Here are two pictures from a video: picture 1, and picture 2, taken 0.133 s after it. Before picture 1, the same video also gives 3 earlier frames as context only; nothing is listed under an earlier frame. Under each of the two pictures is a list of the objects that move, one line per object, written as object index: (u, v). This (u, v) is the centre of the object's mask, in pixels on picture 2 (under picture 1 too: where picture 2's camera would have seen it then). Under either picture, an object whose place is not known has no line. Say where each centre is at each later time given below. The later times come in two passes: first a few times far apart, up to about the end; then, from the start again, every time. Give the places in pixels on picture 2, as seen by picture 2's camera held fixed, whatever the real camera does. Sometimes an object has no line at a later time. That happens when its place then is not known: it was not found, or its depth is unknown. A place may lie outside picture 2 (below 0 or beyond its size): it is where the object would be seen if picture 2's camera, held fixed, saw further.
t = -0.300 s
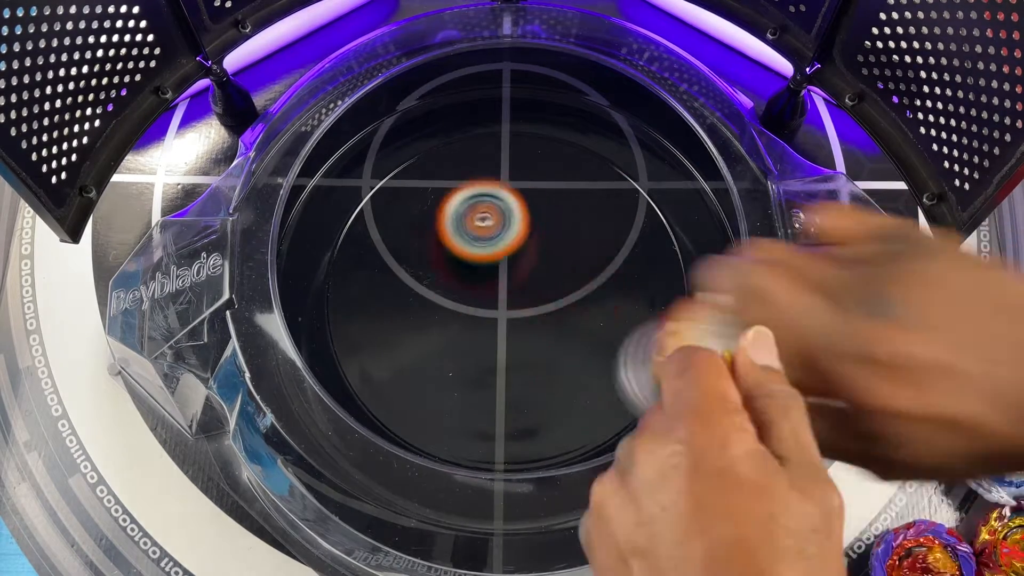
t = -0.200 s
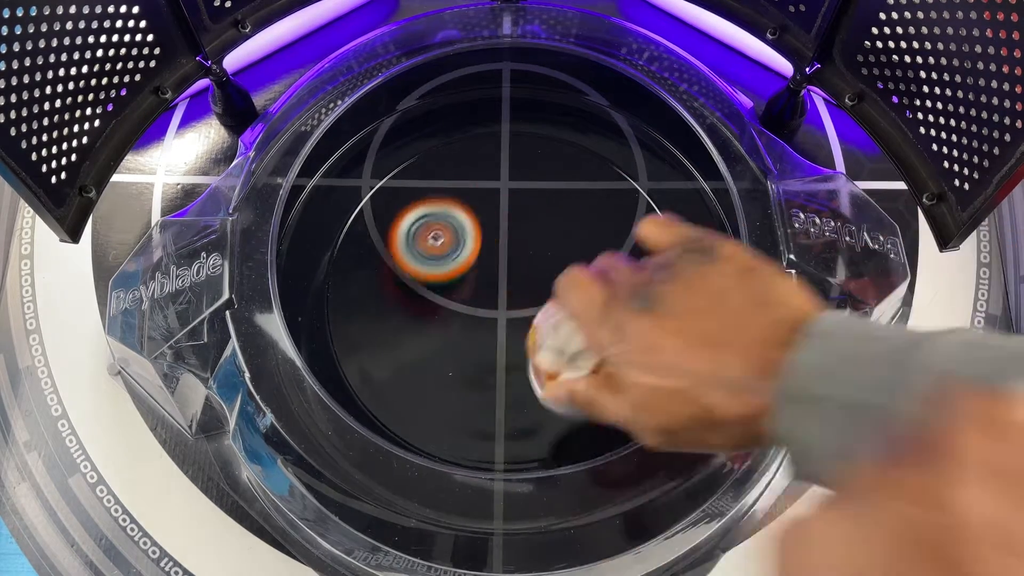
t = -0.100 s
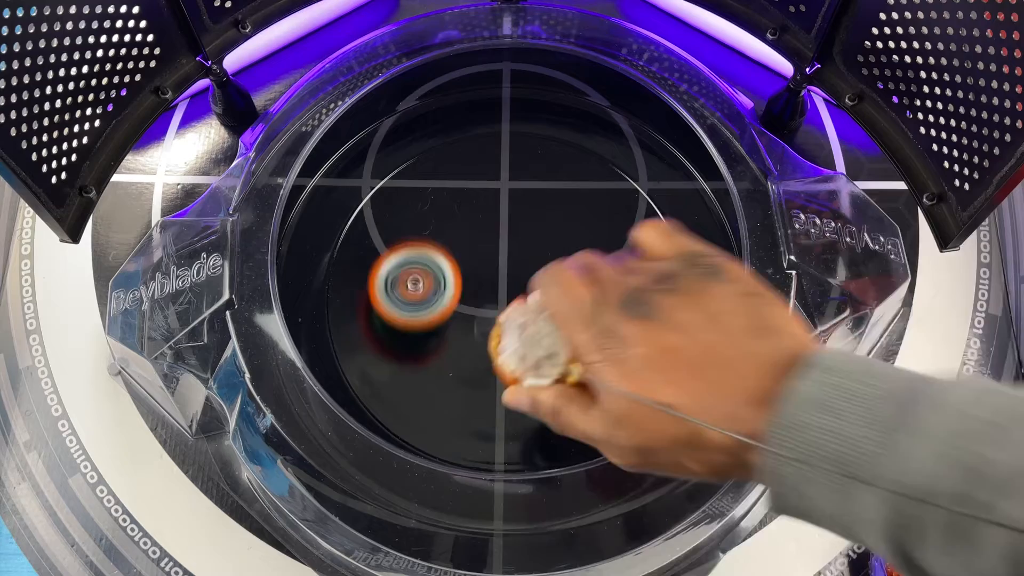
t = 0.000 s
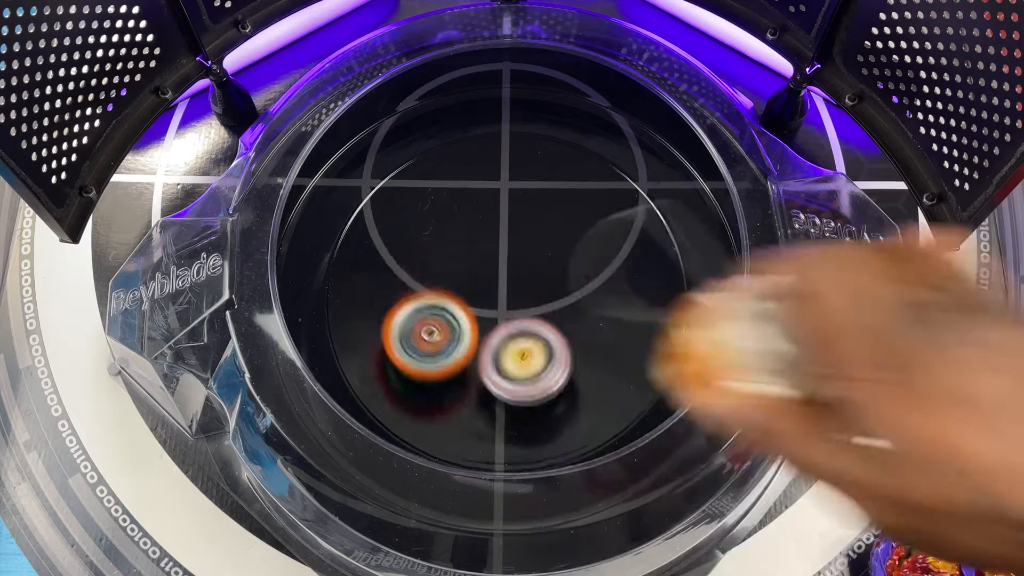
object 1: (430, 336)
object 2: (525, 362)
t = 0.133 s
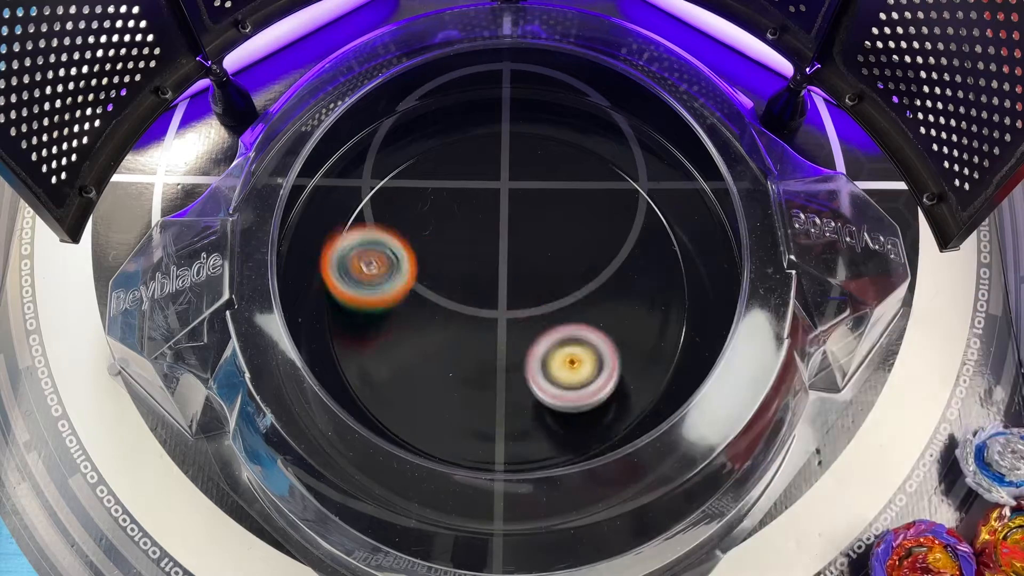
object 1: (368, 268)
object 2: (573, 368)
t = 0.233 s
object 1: (362, 229)
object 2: (580, 348)
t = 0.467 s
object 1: (437, 201)
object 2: (507, 277)
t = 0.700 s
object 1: (437, 81)
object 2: (499, 354)
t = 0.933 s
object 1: (469, 112)
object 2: (507, 305)
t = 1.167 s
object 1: (510, 166)
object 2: (478, 270)
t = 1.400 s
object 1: (547, 275)
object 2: (450, 336)
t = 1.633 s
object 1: (593, 370)
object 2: (438, 300)
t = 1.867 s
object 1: (550, 309)
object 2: (505, 232)
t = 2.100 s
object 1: (507, 303)
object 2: (514, 139)
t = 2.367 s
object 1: (511, 344)
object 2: (462, 219)
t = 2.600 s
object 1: (513, 393)
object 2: (462, 255)
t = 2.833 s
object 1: (531, 400)
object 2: (522, 236)
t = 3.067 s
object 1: (520, 350)
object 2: (499, 211)
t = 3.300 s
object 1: (508, 340)
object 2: (430, 203)
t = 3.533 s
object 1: (506, 307)
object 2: (435, 241)
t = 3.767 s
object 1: (539, 327)
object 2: (483, 232)
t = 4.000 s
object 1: (537, 349)
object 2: (510, 225)
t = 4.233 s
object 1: (509, 342)
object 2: (467, 257)
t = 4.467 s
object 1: (494, 328)
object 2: (454, 241)
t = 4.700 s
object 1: (520, 327)
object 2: (483, 253)
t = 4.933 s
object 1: (536, 327)
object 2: (482, 267)
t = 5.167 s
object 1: (508, 326)
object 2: (457, 257)
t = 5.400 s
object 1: (508, 332)
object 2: (446, 242)
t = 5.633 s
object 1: (529, 339)
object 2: (467, 279)
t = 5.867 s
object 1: (536, 334)
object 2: (480, 266)
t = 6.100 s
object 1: (498, 323)
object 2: (500, 241)
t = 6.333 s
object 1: (492, 324)
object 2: (504, 240)
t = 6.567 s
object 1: (485, 327)
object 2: (508, 248)
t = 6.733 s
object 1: (479, 323)
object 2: (516, 250)
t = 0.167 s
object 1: (362, 253)
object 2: (578, 363)
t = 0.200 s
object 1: (360, 240)
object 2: (581, 356)
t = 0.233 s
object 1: (362, 229)
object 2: (580, 348)
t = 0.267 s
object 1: (367, 222)
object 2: (576, 336)
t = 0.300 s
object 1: (376, 217)
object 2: (568, 324)
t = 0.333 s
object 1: (386, 215)
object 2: (558, 311)
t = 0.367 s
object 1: (400, 214)
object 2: (545, 298)
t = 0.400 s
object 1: (415, 216)
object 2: (530, 284)
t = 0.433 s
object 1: (432, 220)
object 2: (513, 271)
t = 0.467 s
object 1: (437, 201)
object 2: (507, 277)
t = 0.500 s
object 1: (434, 174)
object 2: (507, 295)
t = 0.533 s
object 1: (434, 151)
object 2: (505, 311)
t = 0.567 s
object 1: (434, 132)
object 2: (504, 325)
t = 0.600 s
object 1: (436, 118)
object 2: (502, 336)
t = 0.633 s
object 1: (436, 105)
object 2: (501, 345)
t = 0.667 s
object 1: (436, 91)
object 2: (500, 351)
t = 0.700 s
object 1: (437, 81)
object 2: (499, 354)
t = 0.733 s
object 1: (441, 81)
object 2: (500, 354)
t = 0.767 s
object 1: (447, 86)
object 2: (501, 352)
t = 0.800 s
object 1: (451, 89)
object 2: (502, 347)
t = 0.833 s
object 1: (457, 96)
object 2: (503, 339)
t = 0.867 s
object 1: (461, 101)
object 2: (505, 329)
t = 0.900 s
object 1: (465, 107)
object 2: (506, 318)
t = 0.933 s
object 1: (469, 112)
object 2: (507, 305)
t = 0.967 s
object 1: (472, 117)
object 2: (507, 292)
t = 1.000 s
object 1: (474, 124)
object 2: (506, 279)
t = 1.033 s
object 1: (478, 135)
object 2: (504, 265)
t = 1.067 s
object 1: (483, 150)
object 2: (501, 253)
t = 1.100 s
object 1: (489, 163)
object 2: (496, 248)
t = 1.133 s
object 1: (500, 162)
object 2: (487, 258)
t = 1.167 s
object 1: (510, 166)
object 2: (478, 270)
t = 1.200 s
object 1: (520, 172)
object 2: (469, 283)
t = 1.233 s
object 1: (530, 182)
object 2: (460, 295)
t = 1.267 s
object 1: (537, 197)
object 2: (454, 306)
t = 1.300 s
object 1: (542, 213)
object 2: (449, 316)
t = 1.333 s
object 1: (546, 232)
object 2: (447, 325)
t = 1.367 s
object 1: (548, 254)
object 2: (447, 331)
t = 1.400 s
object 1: (547, 275)
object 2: (450, 336)
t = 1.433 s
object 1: (543, 296)
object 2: (456, 339)
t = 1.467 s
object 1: (550, 317)
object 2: (453, 337)
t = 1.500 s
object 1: (564, 335)
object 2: (444, 332)
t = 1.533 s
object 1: (575, 349)
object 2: (439, 325)
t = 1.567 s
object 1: (584, 359)
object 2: (436, 317)
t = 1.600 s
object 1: (590, 367)
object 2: (436, 309)
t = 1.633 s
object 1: (593, 370)
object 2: (438, 300)
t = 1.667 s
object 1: (593, 370)
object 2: (442, 290)
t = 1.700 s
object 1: (591, 366)
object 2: (449, 280)
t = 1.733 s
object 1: (586, 358)
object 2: (458, 270)
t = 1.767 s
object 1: (579, 347)
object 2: (469, 262)
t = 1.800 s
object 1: (570, 333)
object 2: (481, 254)
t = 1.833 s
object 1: (560, 316)
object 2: (494, 248)
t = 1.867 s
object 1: (550, 309)
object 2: (505, 232)
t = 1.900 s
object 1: (544, 312)
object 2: (511, 209)
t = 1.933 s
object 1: (537, 313)
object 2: (516, 188)
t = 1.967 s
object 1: (530, 312)
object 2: (519, 170)
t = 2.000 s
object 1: (523, 311)
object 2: (520, 156)
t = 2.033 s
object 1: (517, 309)
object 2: (520, 146)
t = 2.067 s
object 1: (511, 306)
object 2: (518, 140)
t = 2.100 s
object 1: (507, 303)
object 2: (514, 139)
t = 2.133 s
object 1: (504, 301)
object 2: (509, 144)
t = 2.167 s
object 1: (503, 300)
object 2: (503, 153)
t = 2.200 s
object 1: (503, 299)
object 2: (497, 165)
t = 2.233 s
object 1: (504, 299)
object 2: (489, 182)
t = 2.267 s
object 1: (506, 300)
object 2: (482, 201)
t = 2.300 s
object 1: (508, 301)
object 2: (475, 224)
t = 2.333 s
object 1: (510, 320)
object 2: (469, 222)
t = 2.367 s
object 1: (511, 344)
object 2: (462, 219)
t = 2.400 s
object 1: (513, 366)
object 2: (456, 218)
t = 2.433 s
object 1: (511, 381)
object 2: (453, 219)
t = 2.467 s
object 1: (510, 393)
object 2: (451, 222)
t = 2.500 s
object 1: (511, 399)
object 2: (451, 227)
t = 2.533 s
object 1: (511, 400)
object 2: (452, 235)
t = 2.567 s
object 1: (511, 398)
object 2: (456, 245)
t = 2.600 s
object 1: (513, 393)
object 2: (462, 255)
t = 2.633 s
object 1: (513, 388)
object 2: (470, 267)
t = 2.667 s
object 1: (515, 379)
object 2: (480, 279)
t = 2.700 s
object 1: (517, 370)
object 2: (491, 289)
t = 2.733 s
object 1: (520, 381)
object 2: (501, 280)
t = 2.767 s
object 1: (526, 391)
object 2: (509, 265)
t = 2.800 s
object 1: (529, 397)
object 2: (517, 249)
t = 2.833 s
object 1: (531, 400)
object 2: (522, 236)
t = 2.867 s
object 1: (532, 398)
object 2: (525, 224)
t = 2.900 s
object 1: (532, 395)
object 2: (526, 215)
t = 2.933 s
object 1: (531, 390)
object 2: (525, 208)
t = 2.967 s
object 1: (530, 382)
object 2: (521, 205)
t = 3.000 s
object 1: (526, 373)
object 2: (515, 204)
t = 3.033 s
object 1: (523, 362)
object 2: (508, 206)
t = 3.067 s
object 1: (520, 350)
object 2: (499, 211)
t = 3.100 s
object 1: (515, 336)
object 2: (489, 219)
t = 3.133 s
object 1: (511, 322)
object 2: (480, 230)
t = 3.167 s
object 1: (506, 313)
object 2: (470, 237)
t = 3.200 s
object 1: (507, 324)
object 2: (458, 226)
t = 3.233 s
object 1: (508, 335)
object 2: (447, 216)
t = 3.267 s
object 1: (508, 340)
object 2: (438, 208)
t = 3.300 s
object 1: (508, 340)
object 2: (430, 203)
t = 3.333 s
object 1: (508, 340)
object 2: (424, 202)
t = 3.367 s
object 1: (507, 336)
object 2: (420, 202)
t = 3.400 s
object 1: (507, 331)
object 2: (418, 206)
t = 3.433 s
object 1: (507, 326)
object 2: (419, 212)
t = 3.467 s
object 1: (506, 319)
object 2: (421, 220)
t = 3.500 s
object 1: (505, 312)
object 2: (427, 230)
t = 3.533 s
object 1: (506, 307)
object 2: (435, 241)
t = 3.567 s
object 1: (511, 310)
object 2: (441, 244)
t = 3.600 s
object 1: (518, 322)
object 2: (443, 238)
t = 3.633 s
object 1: (525, 331)
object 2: (448, 231)
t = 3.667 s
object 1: (531, 335)
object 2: (453, 229)
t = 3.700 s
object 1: (535, 335)
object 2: (463, 228)
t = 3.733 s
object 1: (537, 332)
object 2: (472, 228)
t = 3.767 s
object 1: (539, 327)
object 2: (483, 232)
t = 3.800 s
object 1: (540, 322)
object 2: (494, 238)
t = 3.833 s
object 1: (541, 321)
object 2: (503, 244)
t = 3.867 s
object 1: (543, 331)
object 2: (509, 234)
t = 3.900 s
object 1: (542, 342)
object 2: (511, 229)
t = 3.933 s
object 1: (541, 347)
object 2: (513, 224)
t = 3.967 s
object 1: (539, 349)
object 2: (512, 224)
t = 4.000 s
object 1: (537, 349)
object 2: (510, 225)
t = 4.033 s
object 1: (534, 347)
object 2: (507, 231)
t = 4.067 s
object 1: (531, 344)
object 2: (500, 238)
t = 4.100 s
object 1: (527, 340)
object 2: (495, 247)
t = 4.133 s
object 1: (523, 335)
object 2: (486, 260)
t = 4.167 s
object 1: (522, 334)
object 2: (481, 264)
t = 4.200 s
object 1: (516, 339)
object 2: (473, 261)
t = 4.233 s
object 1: (509, 342)
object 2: (467, 257)
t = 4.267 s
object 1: (502, 340)
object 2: (461, 256)
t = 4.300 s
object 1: (496, 336)
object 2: (455, 255)
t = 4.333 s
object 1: (491, 332)
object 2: (453, 256)
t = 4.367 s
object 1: (491, 331)
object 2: (450, 255)
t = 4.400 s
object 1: (492, 328)
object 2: (450, 252)
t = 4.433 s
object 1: (493, 328)
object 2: (453, 247)
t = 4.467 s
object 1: (494, 328)
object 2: (454, 241)
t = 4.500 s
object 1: (495, 328)
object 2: (458, 235)
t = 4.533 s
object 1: (498, 326)
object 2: (463, 235)
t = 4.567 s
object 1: (501, 323)
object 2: (467, 239)
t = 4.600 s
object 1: (503, 321)
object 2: (472, 242)
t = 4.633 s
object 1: (507, 323)
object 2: (477, 246)
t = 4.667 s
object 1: (514, 325)
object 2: (481, 248)
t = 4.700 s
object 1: (520, 327)
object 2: (483, 253)
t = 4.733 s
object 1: (525, 325)
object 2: (485, 254)
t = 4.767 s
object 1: (532, 332)
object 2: (486, 251)
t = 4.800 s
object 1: (536, 332)
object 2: (486, 250)
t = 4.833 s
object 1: (538, 335)
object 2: (485, 252)
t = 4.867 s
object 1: (539, 332)
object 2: (483, 257)
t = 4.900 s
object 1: (535, 330)
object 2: (482, 261)
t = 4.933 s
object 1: (536, 327)
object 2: (482, 267)
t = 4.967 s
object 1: (534, 327)
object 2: (480, 270)
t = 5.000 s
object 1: (535, 332)
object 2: (476, 267)
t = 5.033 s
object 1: (530, 334)
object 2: (469, 263)
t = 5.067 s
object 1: (527, 334)
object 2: (462, 260)
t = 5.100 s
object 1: (519, 332)
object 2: (458, 257)
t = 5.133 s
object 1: (515, 329)
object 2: (457, 257)
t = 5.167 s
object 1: (508, 326)
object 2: (457, 257)
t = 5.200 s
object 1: (508, 333)
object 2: (454, 247)
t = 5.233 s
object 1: (508, 338)
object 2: (450, 238)
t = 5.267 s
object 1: (507, 340)
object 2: (448, 233)
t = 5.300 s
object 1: (509, 341)
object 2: (445, 231)
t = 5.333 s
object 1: (509, 343)
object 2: (444, 232)
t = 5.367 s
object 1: (508, 338)
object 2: (444, 236)
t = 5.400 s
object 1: (508, 332)
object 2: (446, 242)
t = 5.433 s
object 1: (506, 325)
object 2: (449, 252)
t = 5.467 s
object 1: (511, 320)
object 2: (453, 260)
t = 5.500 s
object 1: (518, 323)
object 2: (454, 263)
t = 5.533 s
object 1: (523, 326)
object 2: (457, 267)
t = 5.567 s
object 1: (527, 329)
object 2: (459, 271)
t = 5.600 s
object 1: (530, 334)
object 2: (463, 275)
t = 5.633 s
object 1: (529, 339)
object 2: (467, 279)
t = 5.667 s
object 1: (532, 346)
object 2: (469, 277)
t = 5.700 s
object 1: (536, 351)
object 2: (469, 273)
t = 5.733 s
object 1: (539, 353)
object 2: (470, 270)
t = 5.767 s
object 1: (540, 351)
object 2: (471, 268)
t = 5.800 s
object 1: (538, 348)
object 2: (474, 266)
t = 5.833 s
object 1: (537, 341)
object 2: (477, 266)
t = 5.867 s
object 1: (536, 334)
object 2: (480, 266)
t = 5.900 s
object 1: (536, 327)
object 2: (483, 266)
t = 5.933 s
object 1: (530, 327)
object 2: (487, 258)
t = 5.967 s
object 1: (523, 327)
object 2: (490, 252)
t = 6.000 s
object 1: (516, 327)
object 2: (493, 246)
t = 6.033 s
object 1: (509, 327)
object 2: (495, 242)
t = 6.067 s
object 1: (502, 325)
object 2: (497, 241)
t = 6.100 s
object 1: (498, 323)
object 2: (500, 241)
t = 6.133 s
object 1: (495, 321)
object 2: (502, 241)
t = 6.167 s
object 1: (493, 321)
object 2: (504, 240)
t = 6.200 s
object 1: (493, 321)
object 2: (504, 240)
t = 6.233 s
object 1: (493, 321)
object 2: (505, 240)
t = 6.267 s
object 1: (492, 322)
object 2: (505, 240)
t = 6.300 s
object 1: (492, 323)
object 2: (505, 240)
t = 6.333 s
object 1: (492, 324)
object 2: (504, 240)
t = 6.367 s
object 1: (492, 325)
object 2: (503, 241)
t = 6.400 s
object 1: (491, 326)
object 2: (503, 242)
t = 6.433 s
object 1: (489, 330)
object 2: (503, 241)
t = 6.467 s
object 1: (489, 331)
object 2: (503, 242)
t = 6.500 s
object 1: (489, 330)
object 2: (504, 244)
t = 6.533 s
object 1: (488, 328)
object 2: (505, 247)
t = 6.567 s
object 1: (485, 327)
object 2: (508, 248)
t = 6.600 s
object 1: (483, 330)
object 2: (511, 245)
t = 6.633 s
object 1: (481, 329)
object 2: (513, 244)
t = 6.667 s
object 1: (481, 327)
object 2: (514, 244)
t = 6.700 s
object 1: (480, 325)
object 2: (514, 247)
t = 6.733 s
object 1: (479, 323)
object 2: (516, 250)
